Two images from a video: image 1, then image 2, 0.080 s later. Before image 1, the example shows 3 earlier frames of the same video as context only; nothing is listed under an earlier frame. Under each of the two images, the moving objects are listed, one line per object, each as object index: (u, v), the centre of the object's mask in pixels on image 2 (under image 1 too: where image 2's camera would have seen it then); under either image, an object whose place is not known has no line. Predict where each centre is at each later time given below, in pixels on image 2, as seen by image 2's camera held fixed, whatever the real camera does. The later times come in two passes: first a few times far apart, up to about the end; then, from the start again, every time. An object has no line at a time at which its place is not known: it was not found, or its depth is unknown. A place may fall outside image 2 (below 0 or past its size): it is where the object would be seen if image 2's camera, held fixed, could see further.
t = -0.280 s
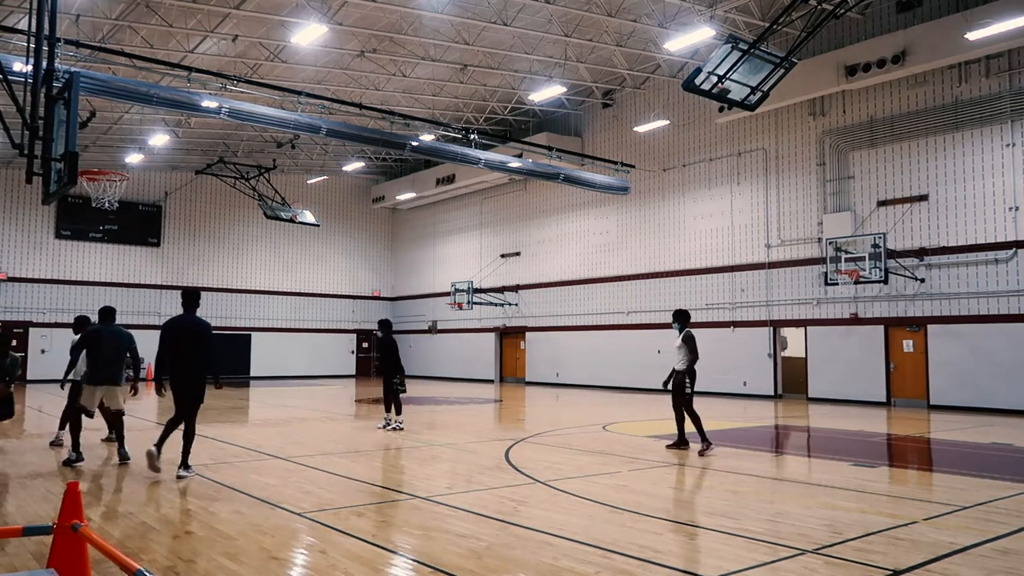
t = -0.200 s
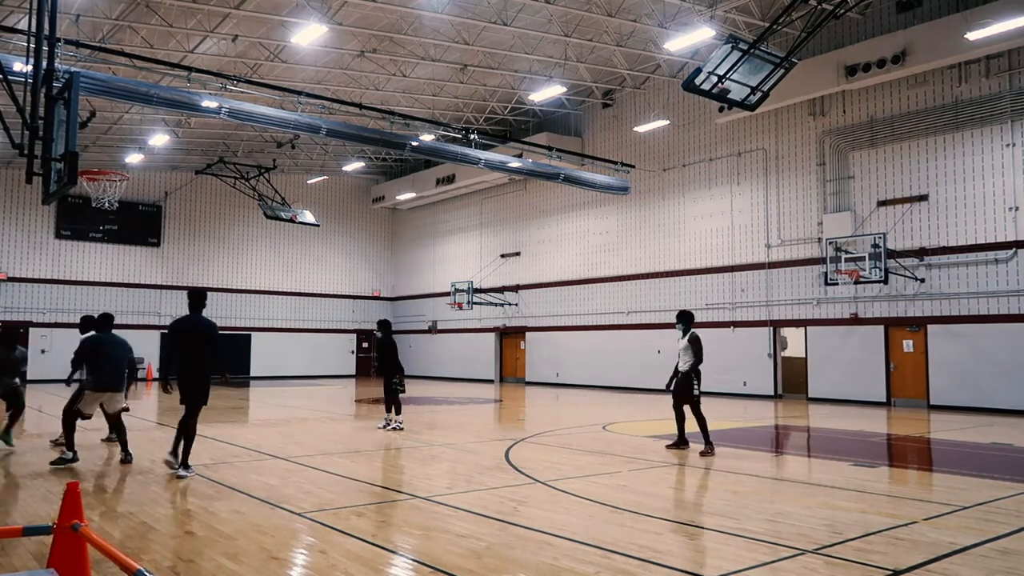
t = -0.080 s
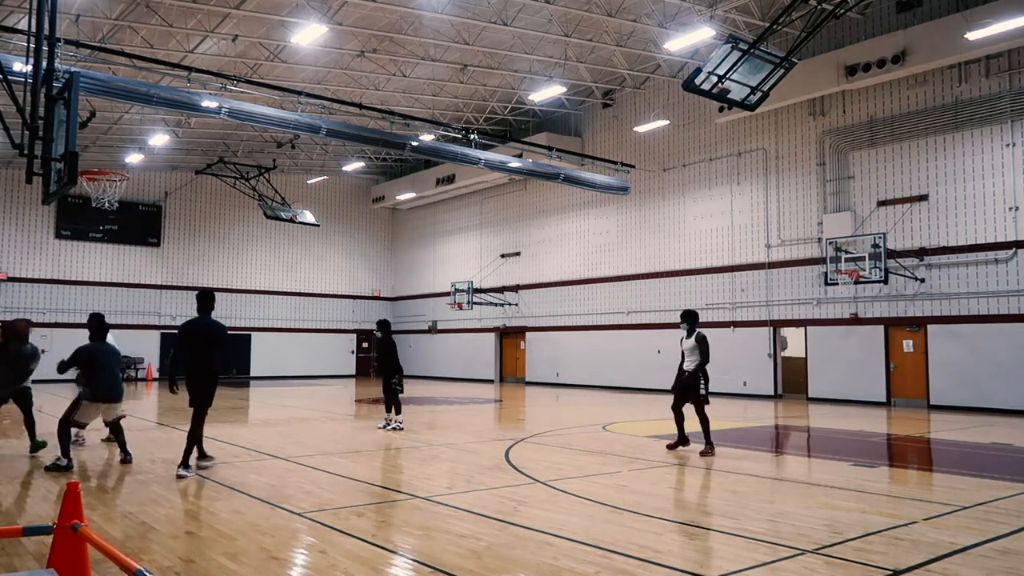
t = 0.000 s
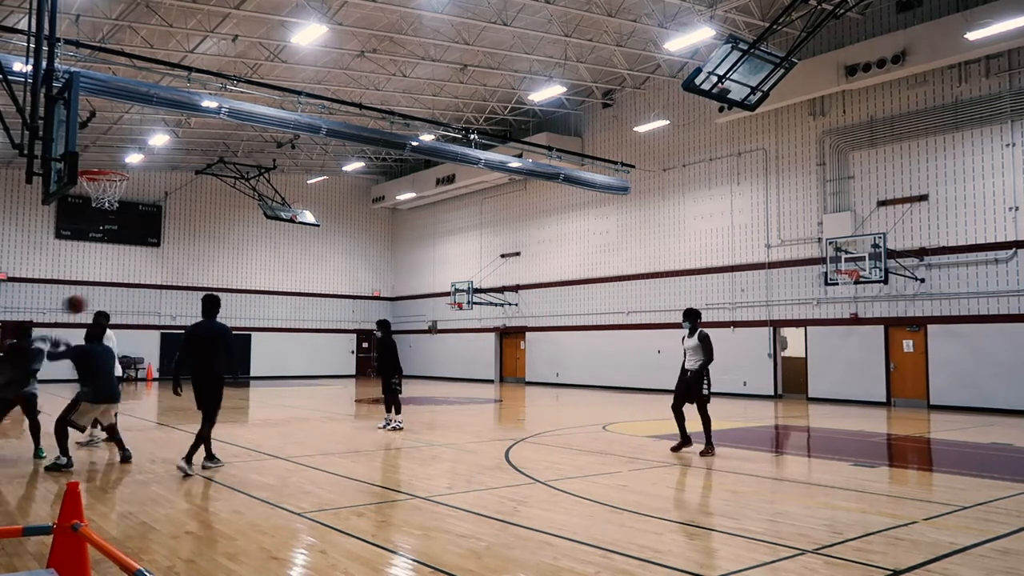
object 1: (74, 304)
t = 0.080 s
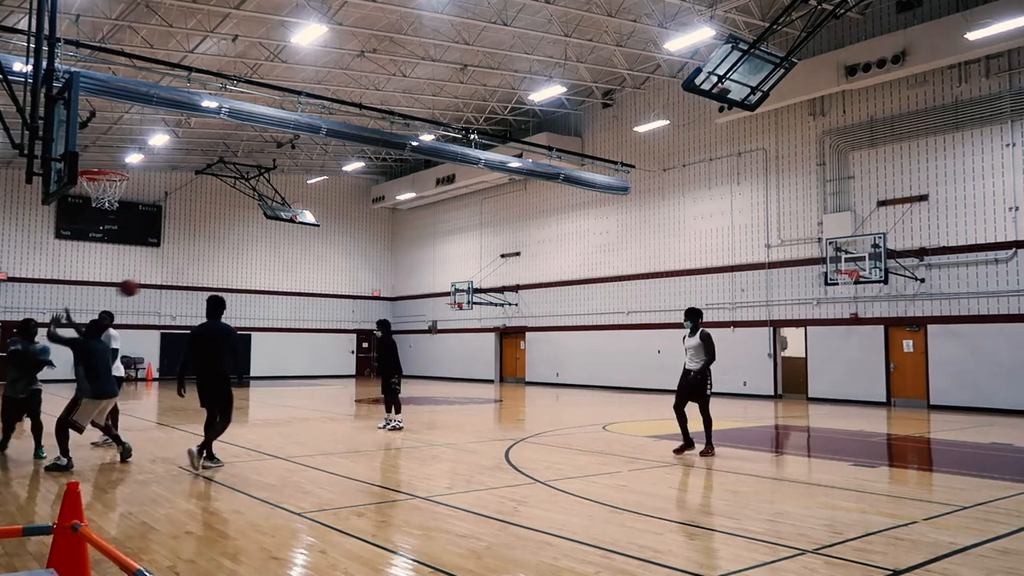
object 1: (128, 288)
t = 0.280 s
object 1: (239, 271)
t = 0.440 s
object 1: (311, 277)
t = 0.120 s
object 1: (153, 281)
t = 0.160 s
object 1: (176, 277)
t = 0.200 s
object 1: (198, 274)
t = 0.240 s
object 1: (219, 272)
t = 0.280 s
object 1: (239, 271)
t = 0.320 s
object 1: (258, 271)
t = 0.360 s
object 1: (277, 272)
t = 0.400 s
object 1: (294, 274)
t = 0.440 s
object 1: (311, 277)
